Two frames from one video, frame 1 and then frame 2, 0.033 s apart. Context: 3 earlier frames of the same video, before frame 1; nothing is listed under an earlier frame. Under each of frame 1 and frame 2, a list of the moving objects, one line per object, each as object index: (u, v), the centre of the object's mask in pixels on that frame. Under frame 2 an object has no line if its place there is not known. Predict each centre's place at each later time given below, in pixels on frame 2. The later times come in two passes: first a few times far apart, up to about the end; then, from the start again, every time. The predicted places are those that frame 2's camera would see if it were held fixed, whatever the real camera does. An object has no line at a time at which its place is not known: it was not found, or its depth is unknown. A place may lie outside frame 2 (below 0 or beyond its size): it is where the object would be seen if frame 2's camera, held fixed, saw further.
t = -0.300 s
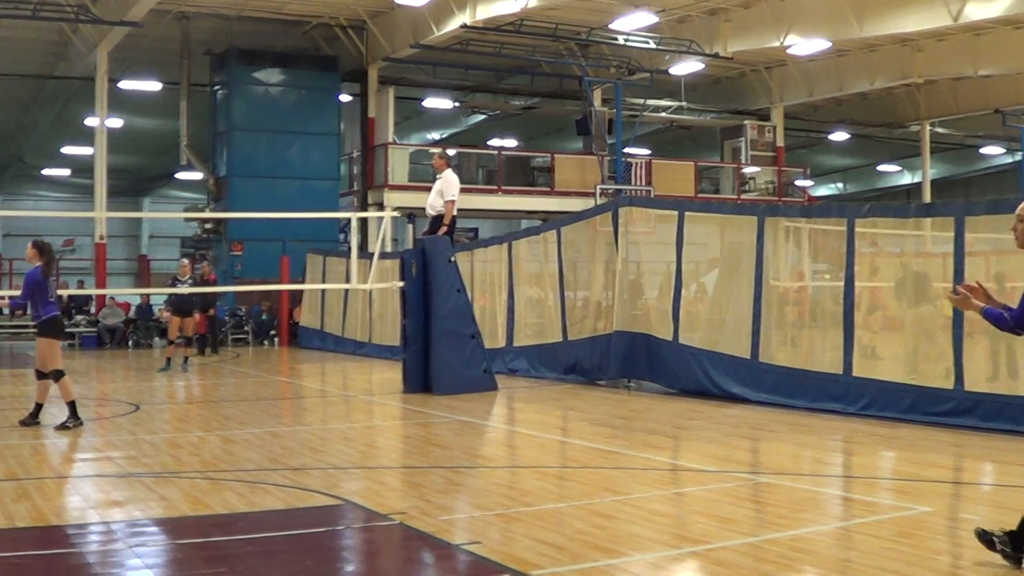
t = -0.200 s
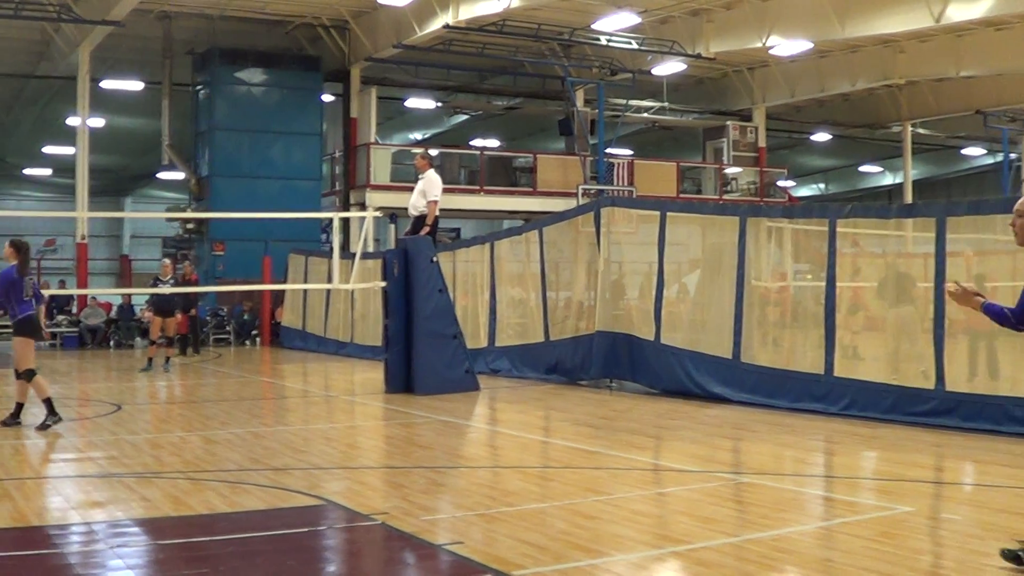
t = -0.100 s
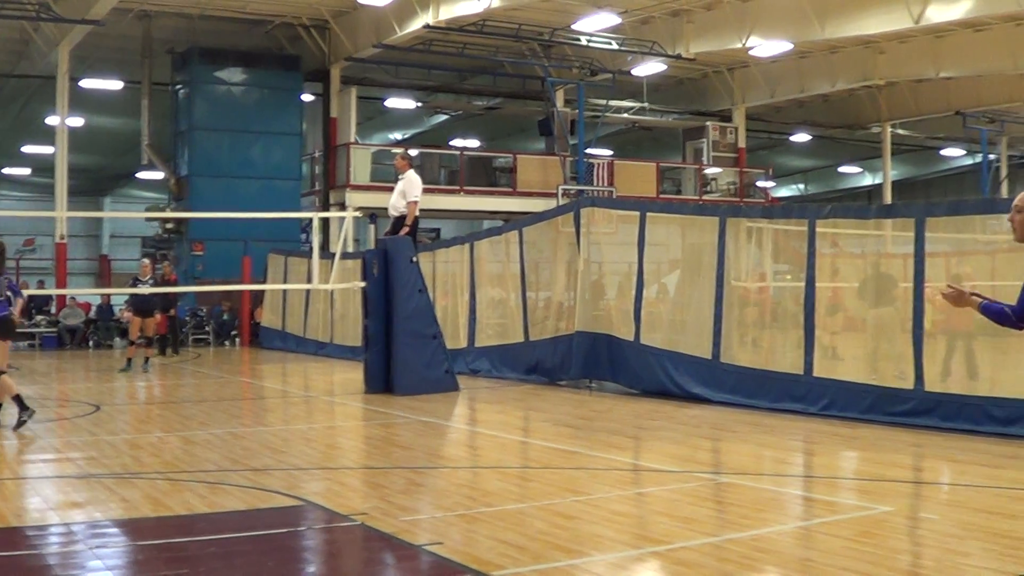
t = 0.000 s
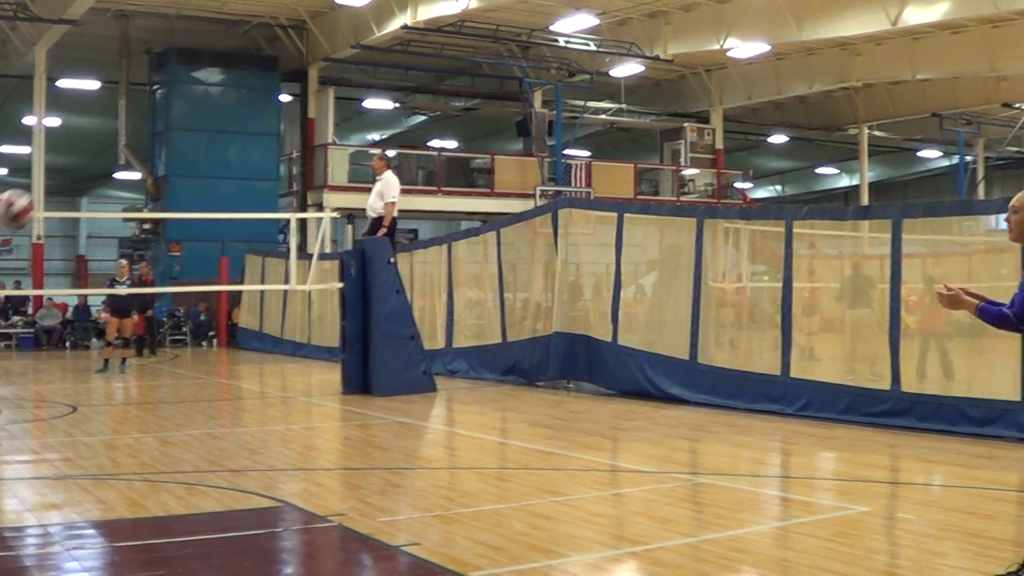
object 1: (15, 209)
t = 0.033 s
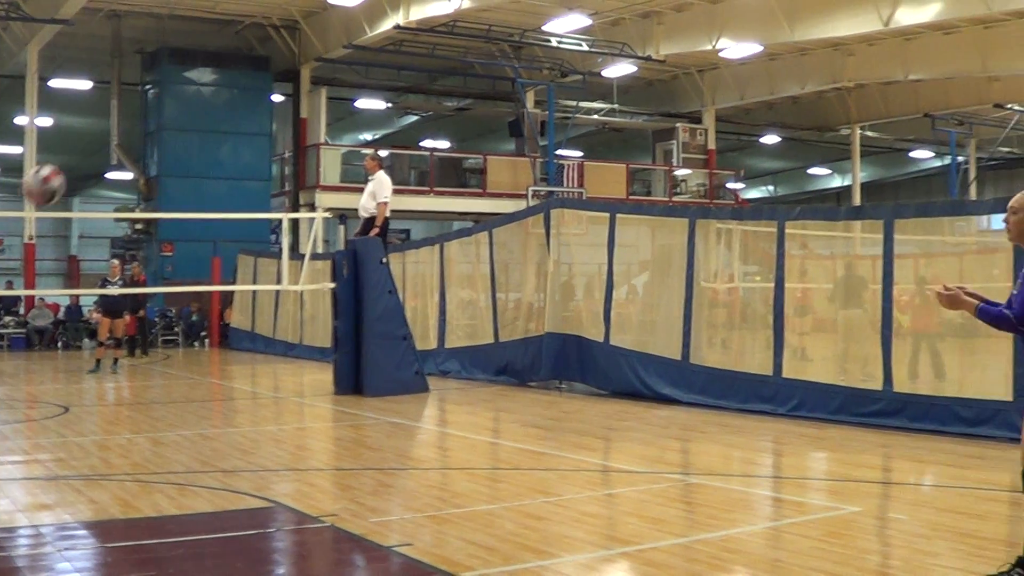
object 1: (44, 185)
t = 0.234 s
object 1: (290, 69)
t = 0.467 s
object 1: (623, 24)
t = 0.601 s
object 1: (839, 51)
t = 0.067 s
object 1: (83, 163)
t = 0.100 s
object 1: (121, 141)
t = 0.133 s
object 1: (162, 120)
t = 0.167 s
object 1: (204, 101)
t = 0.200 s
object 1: (247, 84)
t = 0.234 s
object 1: (290, 69)
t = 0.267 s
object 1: (334, 57)
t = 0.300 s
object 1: (381, 47)
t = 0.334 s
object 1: (428, 36)
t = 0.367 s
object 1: (473, 30)
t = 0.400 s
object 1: (522, 26)
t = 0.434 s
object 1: (573, 22)
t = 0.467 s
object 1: (623, 24)
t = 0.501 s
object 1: (674, 27)
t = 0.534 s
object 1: (725, 30)
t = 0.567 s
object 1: (781, 38)
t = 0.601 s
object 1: (839, 51)
